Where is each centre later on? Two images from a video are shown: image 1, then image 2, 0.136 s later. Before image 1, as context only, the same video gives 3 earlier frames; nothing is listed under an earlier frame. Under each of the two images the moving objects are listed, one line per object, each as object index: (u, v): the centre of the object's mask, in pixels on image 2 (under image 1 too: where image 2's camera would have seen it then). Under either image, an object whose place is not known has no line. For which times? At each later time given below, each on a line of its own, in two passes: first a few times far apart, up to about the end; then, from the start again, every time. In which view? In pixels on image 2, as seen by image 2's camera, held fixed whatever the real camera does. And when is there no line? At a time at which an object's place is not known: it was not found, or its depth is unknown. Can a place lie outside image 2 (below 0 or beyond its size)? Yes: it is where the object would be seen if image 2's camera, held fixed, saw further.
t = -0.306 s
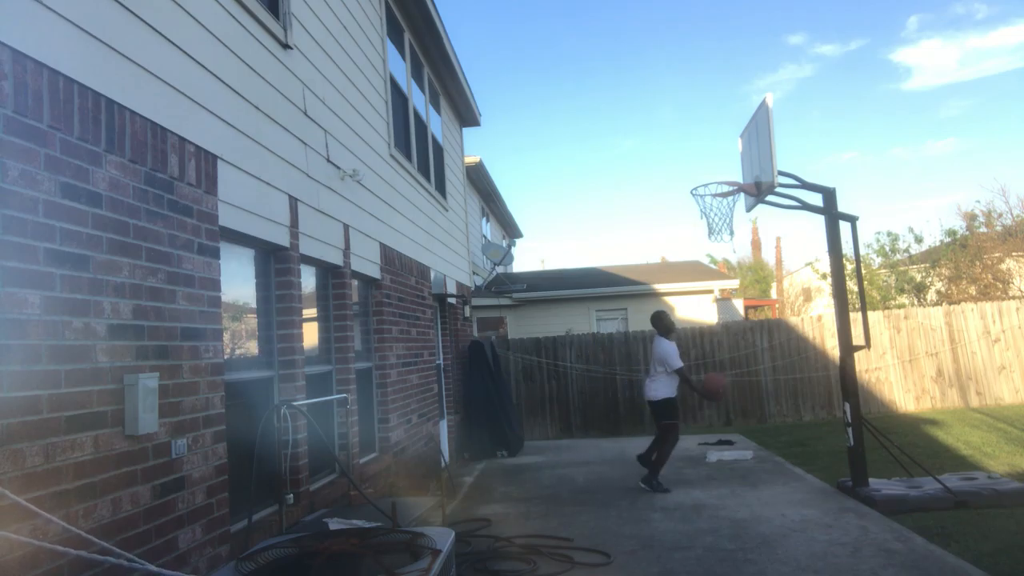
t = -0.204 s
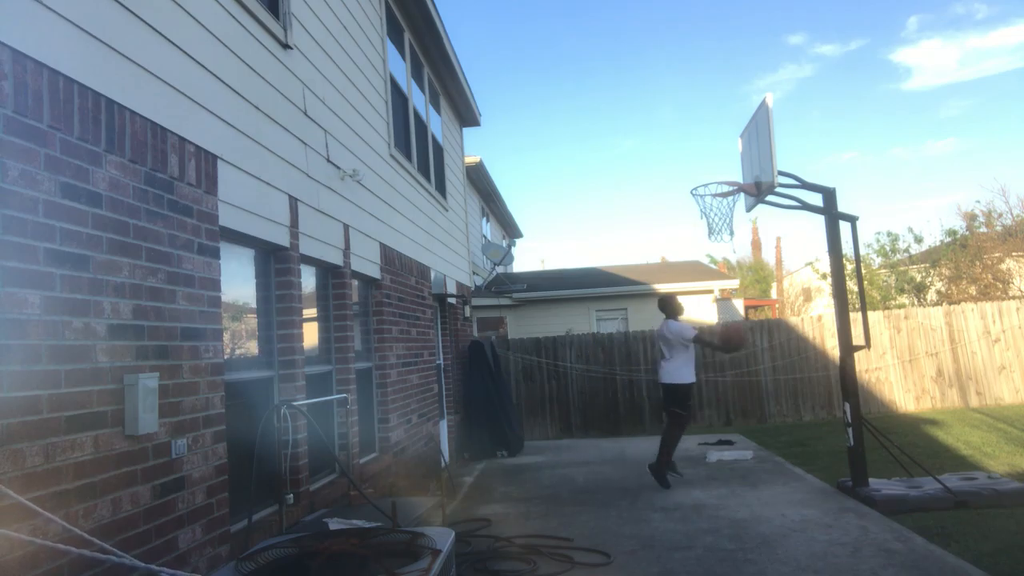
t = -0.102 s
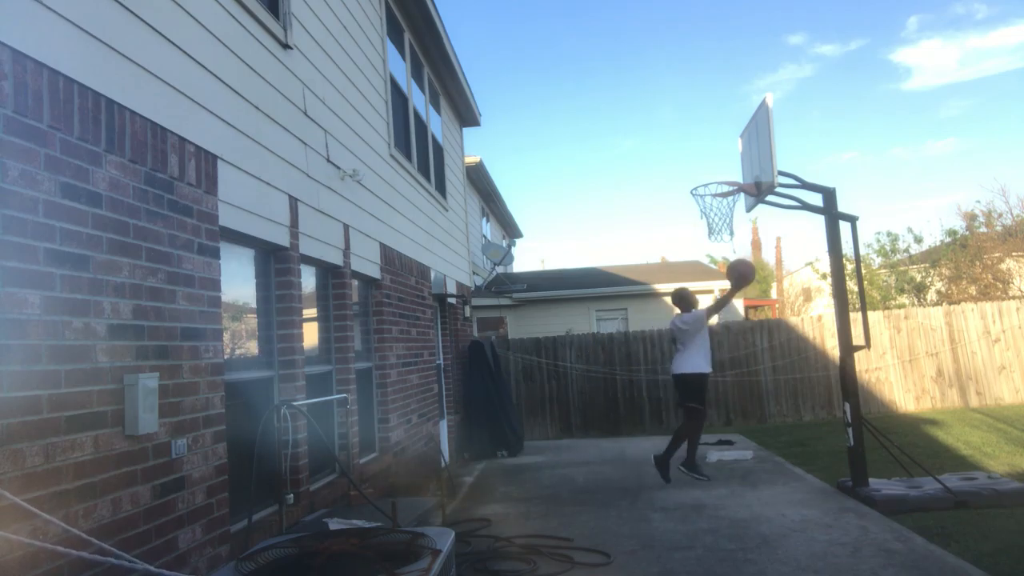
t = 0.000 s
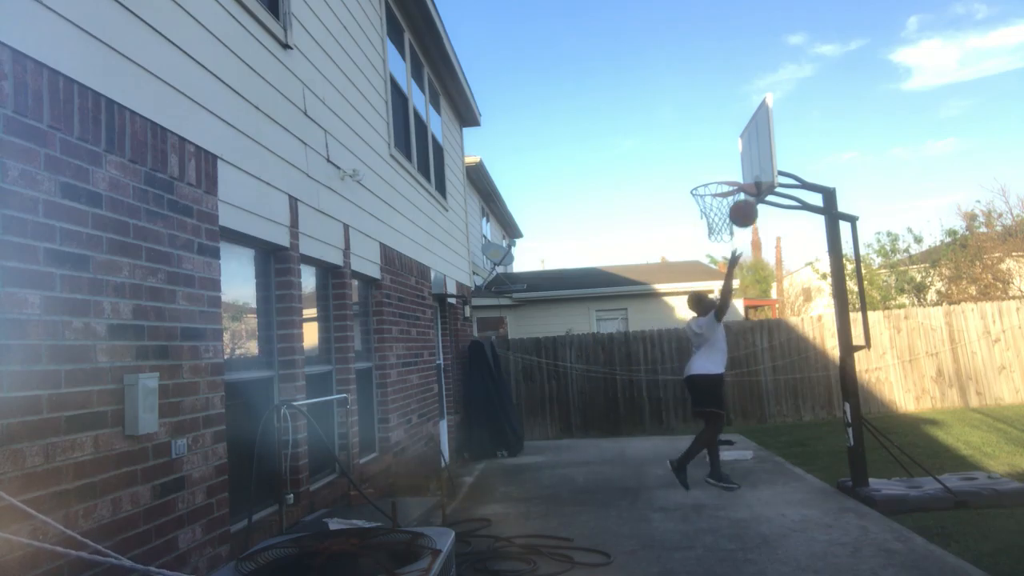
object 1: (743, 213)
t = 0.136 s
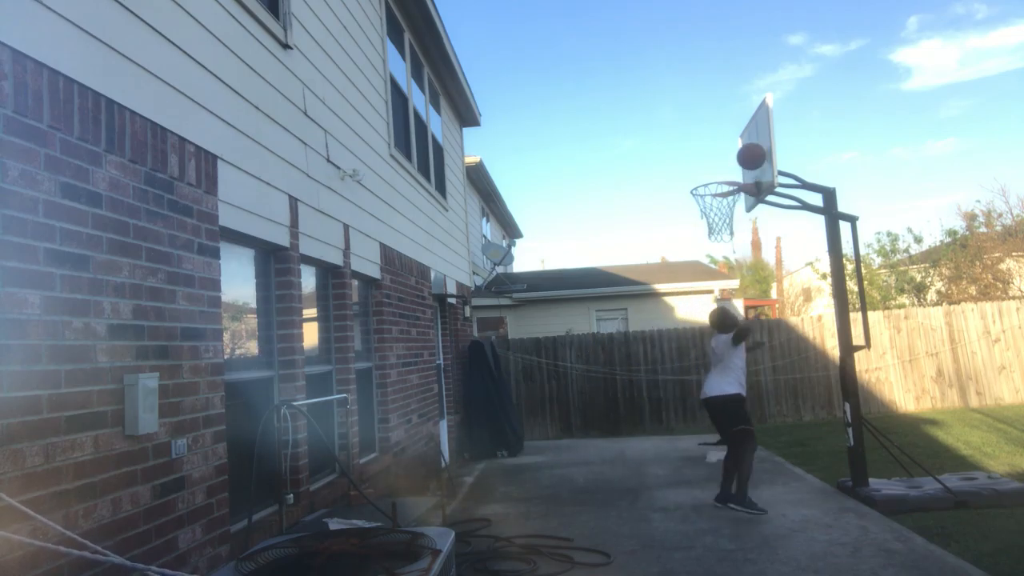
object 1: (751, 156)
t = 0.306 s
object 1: (736, 149)
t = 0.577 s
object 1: (716, 178)
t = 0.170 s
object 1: (748, 152)
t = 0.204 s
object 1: (745, 149)
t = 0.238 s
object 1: (742, 148)
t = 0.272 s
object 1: (739, 148)
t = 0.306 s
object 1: (736, 149)
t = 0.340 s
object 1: (733, 150)
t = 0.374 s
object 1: (730, 153)
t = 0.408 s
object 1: (728, 158)
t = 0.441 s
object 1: (726, 163)
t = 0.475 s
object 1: (724, 169)
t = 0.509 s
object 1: (721, 175)
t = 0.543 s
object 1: (718, 180)
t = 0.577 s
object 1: (716, 178)
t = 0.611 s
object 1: (714, 178)
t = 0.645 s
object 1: (712, 179)
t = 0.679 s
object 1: (710, 181)
